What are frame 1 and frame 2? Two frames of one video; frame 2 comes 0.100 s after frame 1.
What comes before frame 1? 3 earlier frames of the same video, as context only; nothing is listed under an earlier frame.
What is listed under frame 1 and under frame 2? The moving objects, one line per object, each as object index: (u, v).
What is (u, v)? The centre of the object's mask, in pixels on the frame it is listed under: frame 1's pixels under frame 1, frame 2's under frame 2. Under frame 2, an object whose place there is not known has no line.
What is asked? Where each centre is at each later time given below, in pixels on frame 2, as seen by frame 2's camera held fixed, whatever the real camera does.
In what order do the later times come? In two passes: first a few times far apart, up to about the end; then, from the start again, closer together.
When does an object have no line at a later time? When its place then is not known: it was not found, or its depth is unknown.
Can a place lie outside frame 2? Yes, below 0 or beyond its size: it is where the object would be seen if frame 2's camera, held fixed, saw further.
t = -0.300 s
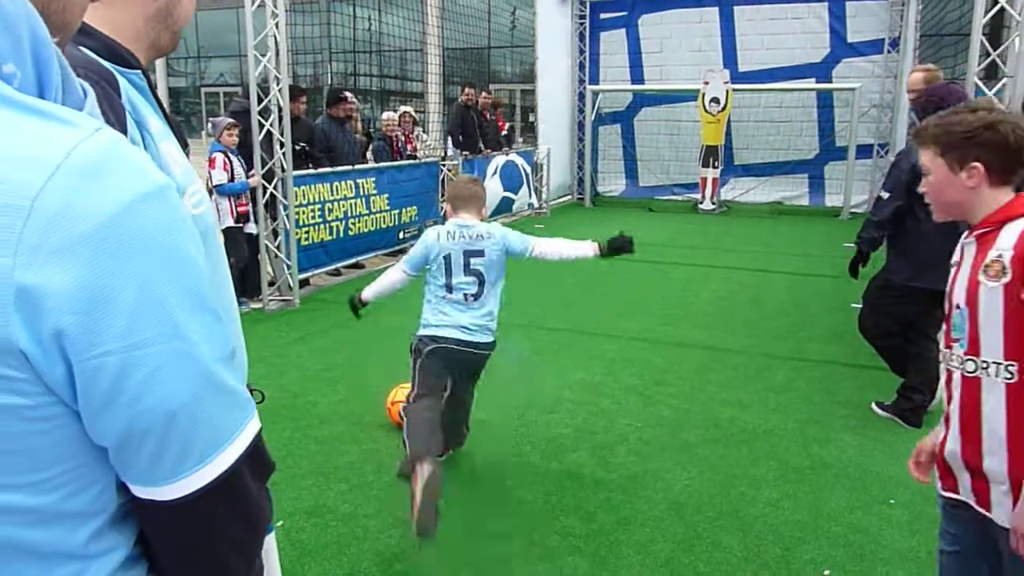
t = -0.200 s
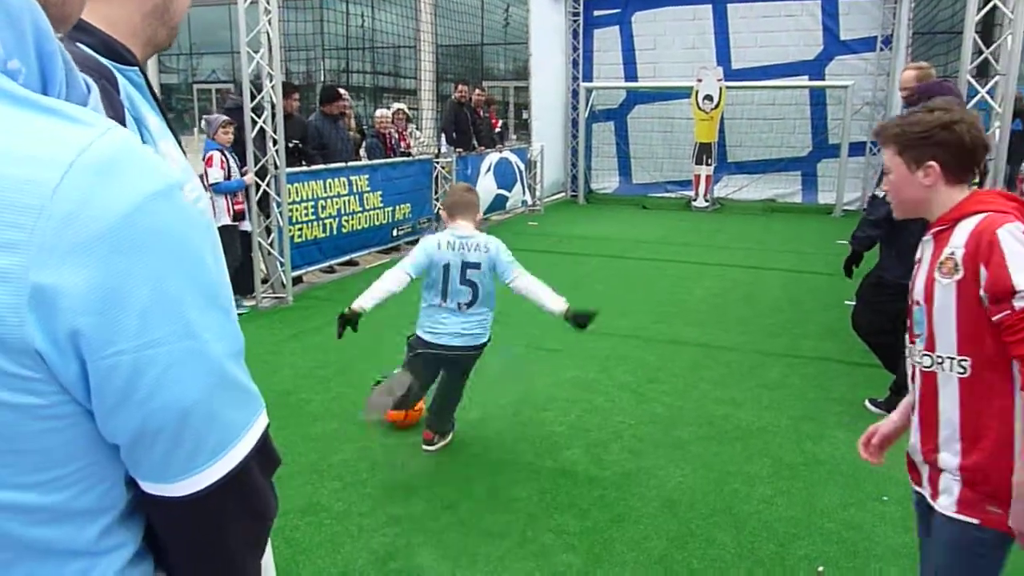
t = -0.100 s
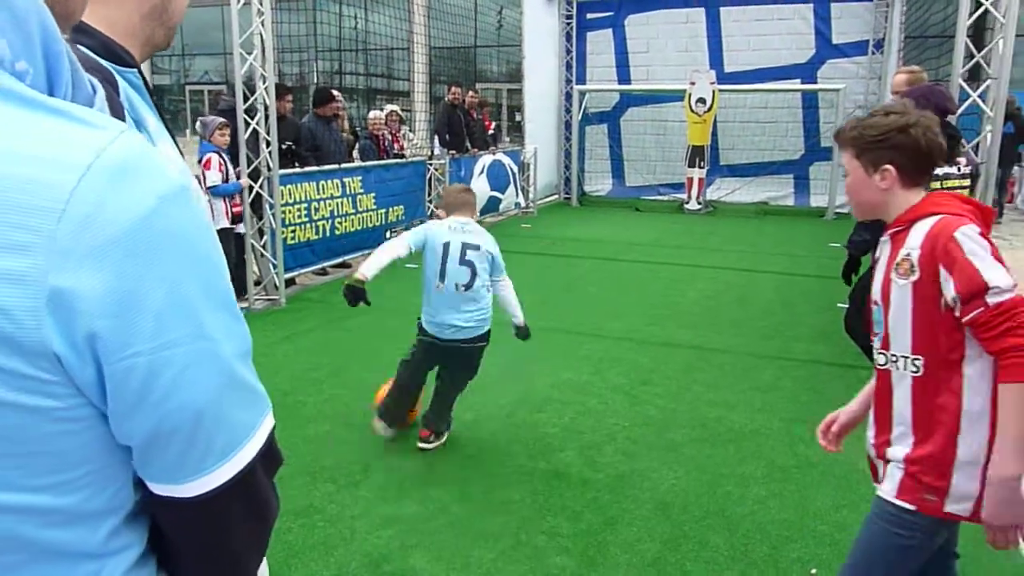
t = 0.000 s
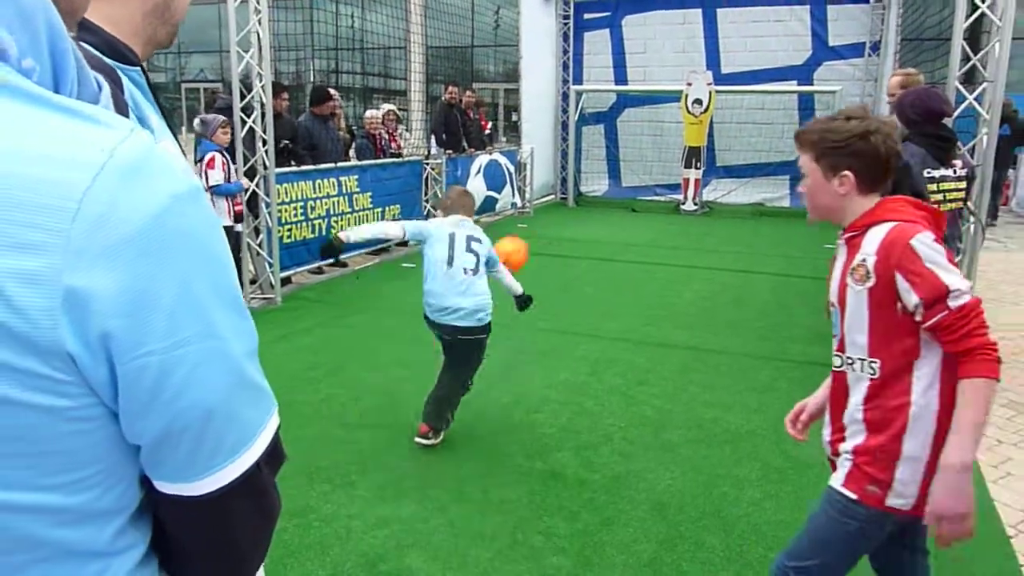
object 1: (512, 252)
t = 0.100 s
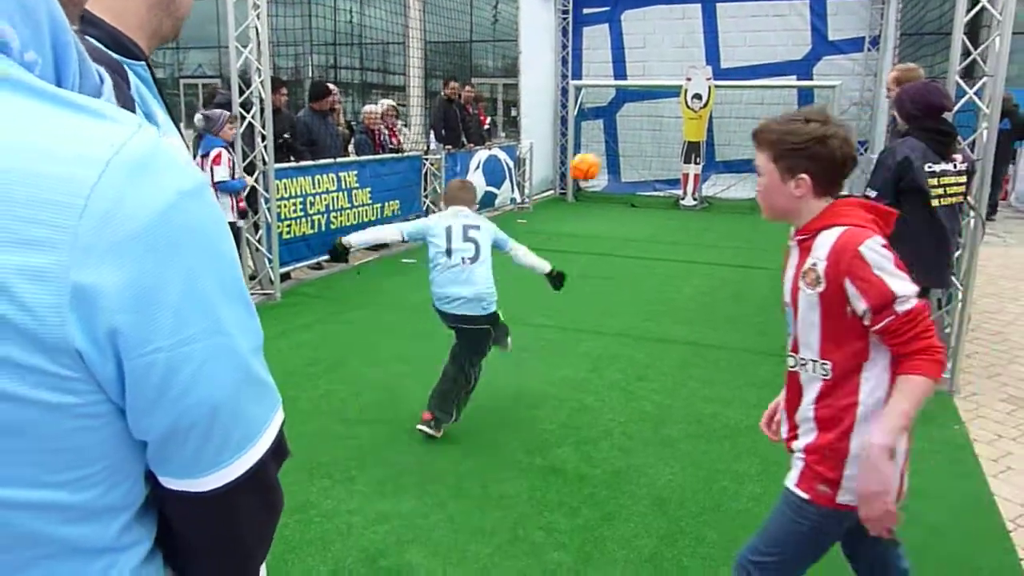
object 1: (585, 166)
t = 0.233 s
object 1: (655, 106)
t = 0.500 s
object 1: (739, 73)
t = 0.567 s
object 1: (754, 74)
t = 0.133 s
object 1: (605, 146)
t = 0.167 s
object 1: (623, 131)
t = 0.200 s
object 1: (640, 118)
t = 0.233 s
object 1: (655, 106)
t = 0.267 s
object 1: (668, 97)
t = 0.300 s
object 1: (680, 91)
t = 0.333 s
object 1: (692, 85)
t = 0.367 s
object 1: (703, 80)
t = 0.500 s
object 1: (739, 73)
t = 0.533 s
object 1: (746, 73)
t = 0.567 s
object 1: (754, 74)
